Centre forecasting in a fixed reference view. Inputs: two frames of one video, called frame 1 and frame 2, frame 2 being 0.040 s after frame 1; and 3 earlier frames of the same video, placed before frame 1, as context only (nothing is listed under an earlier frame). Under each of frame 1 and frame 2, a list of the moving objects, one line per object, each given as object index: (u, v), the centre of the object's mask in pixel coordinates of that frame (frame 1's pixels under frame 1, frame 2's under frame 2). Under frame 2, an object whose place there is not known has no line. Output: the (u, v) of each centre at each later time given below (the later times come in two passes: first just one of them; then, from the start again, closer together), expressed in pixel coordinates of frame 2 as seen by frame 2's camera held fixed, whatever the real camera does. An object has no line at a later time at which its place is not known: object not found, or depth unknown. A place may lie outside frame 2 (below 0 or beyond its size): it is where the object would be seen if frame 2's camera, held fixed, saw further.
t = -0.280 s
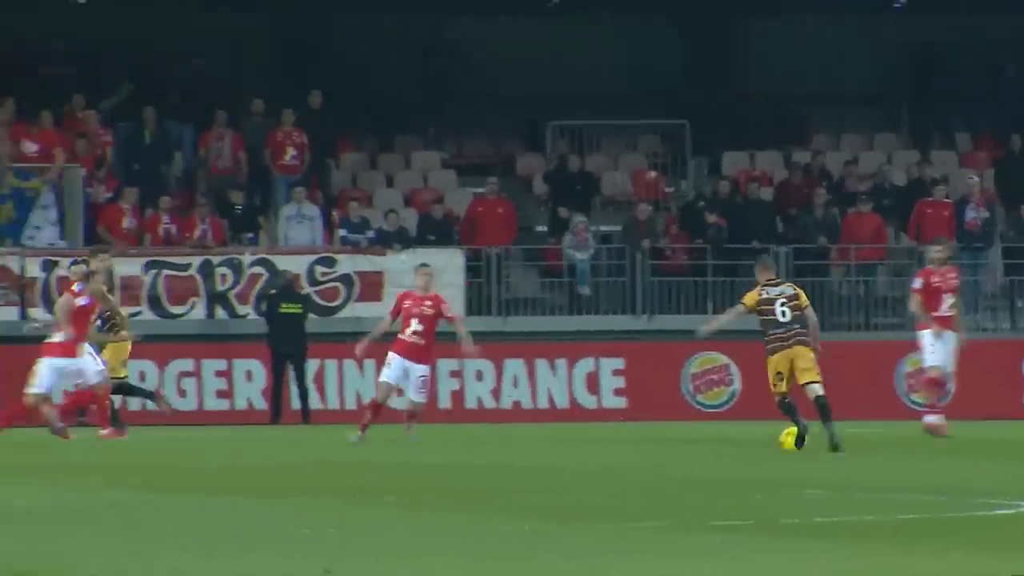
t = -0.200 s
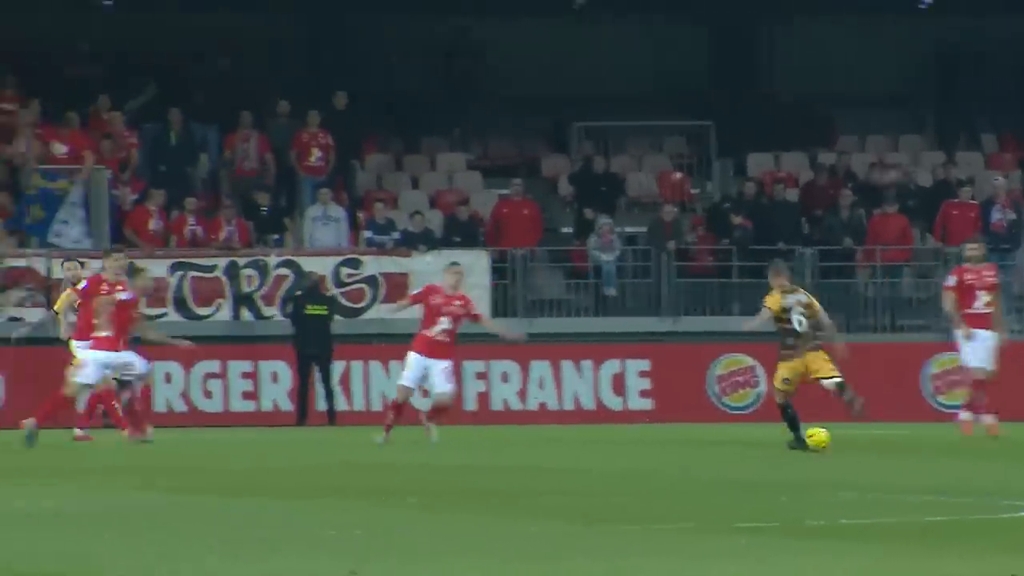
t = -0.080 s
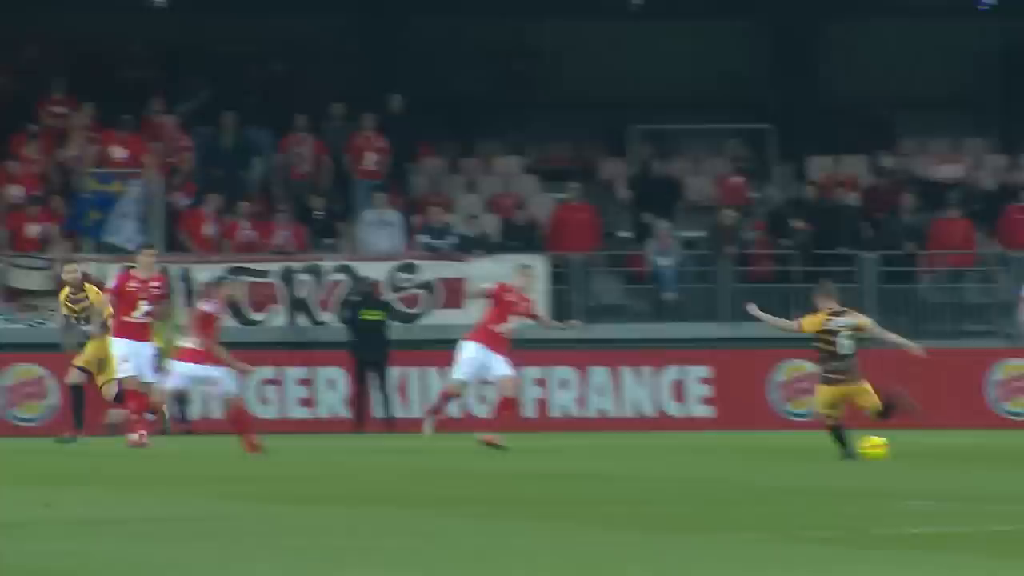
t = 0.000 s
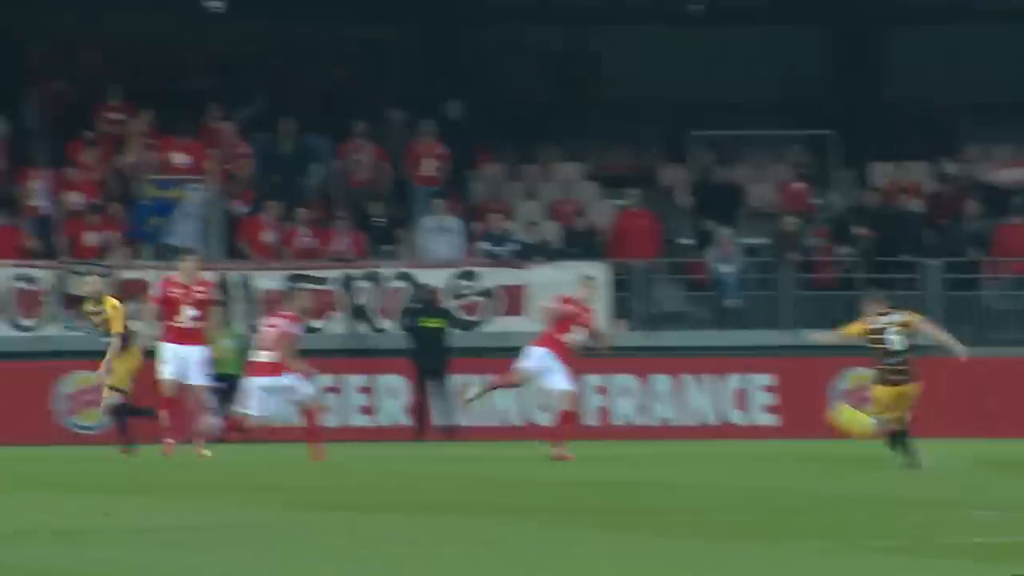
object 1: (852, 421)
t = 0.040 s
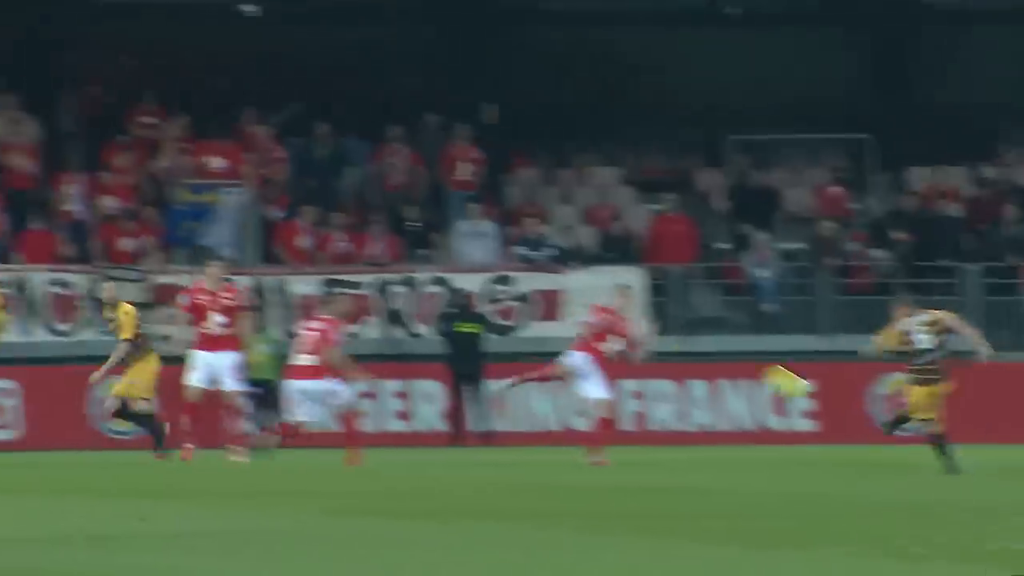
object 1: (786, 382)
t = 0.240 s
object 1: (331, 207)
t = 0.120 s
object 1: (590, 303)
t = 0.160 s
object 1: (501, 270)
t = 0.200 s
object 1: (413, 237)
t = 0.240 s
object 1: (331, 207)
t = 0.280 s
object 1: (251, 179)
